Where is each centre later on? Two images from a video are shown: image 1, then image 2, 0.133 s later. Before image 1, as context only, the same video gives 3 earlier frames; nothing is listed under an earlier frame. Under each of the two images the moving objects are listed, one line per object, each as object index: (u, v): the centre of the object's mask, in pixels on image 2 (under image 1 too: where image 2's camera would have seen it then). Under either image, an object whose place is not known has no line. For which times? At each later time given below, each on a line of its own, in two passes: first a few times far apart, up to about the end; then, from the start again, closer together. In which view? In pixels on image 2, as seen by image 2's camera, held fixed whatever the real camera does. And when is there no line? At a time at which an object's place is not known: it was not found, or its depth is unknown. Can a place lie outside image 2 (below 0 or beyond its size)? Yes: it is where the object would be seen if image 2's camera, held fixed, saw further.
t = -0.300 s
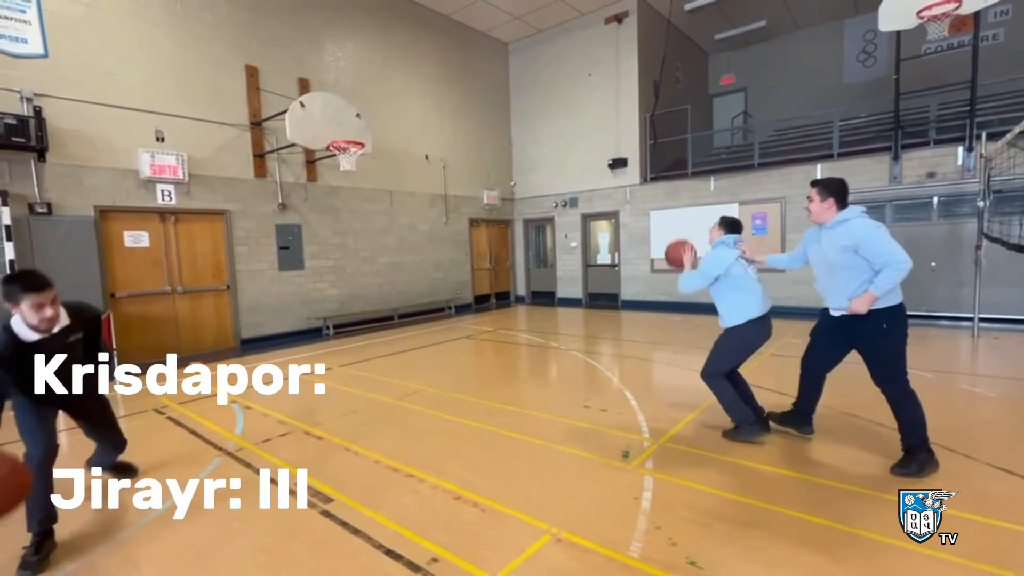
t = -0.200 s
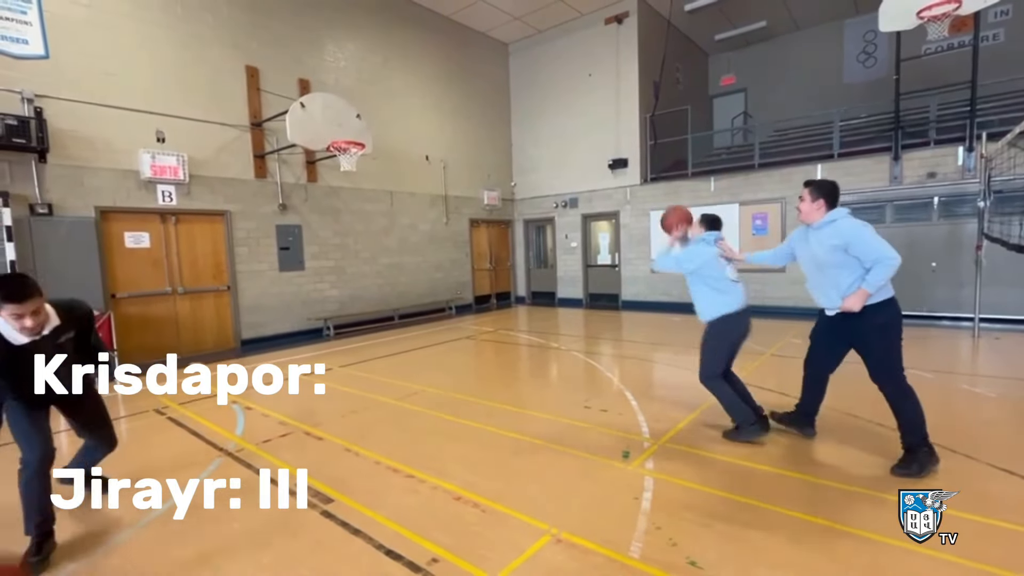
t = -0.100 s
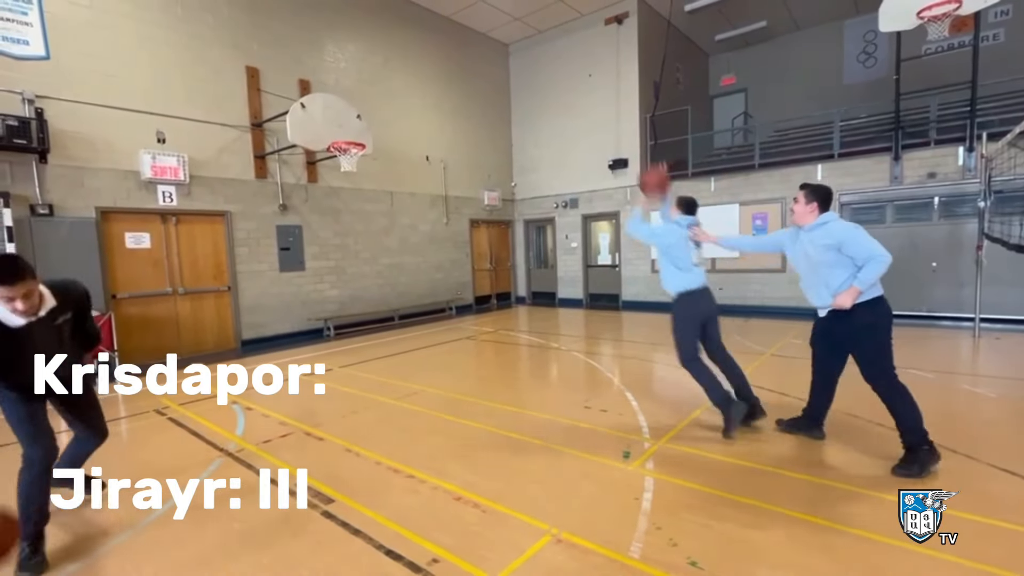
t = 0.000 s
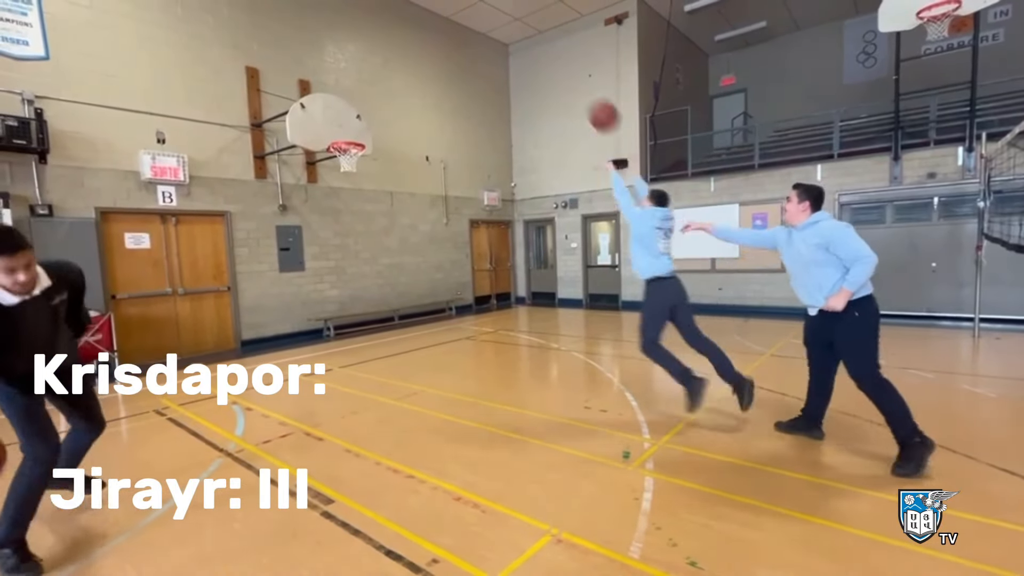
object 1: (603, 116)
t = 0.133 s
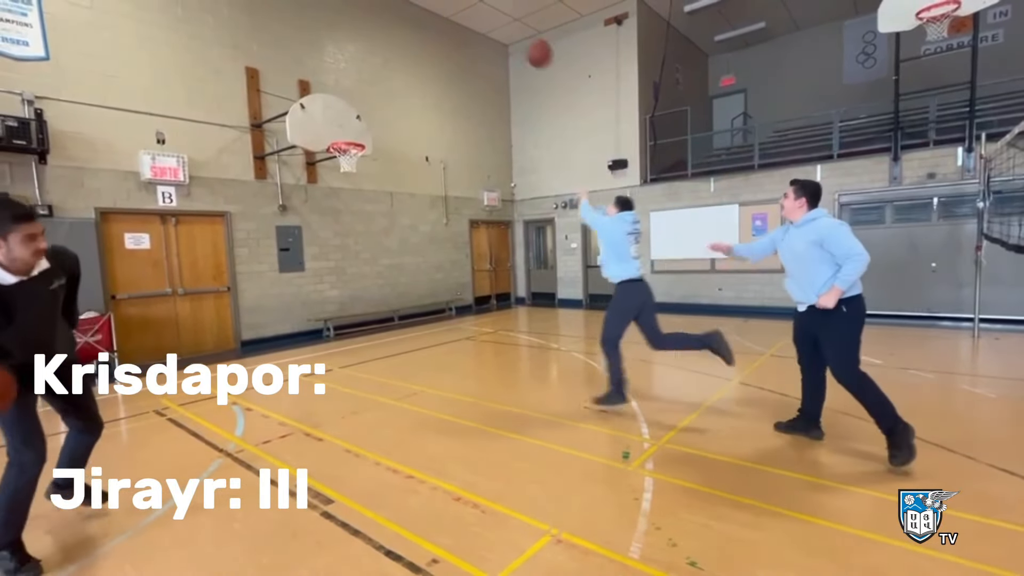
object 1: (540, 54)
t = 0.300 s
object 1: (476, 14)
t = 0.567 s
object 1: (404, 15)
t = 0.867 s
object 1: (349, 75)
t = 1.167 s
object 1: (367, 142)
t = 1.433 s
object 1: (414, 251)
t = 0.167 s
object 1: (525, 42)
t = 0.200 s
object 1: (512, 34)
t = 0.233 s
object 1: (499, 26)
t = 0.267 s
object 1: (488, 20)
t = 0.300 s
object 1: (476, 14)
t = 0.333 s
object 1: (465, 11)
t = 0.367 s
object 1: (455, 9)
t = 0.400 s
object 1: (446, 8)
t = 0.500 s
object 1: (419, 9)
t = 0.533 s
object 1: (412, 11)
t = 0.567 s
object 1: (404, 15)
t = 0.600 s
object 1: (397, 20)
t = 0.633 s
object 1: (390, 25)
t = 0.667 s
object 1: (383, 30)
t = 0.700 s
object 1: (376, 36)
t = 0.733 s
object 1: (370, 43)
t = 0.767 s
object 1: (365, 50)
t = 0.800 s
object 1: (359, 58)
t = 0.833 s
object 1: (354, 66)
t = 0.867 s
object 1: (349, 75)
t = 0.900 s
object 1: (344, 85)
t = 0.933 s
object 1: (339, 95)
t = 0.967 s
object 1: (338, 103)
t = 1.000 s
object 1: (342, 107)
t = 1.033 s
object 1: (347, 113)
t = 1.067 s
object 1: (352, 119)
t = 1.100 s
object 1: (357, 126)
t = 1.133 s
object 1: (362, 133)
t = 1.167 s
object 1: (367, 142)
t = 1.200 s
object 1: (373, 152)
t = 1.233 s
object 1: (378, 163)
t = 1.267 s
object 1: (384, 176)
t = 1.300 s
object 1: (389, 189)
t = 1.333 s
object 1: (396, 203)
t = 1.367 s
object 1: (402, 219)
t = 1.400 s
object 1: (408, 234)
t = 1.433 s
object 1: (414, 251)
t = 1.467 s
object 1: (421, 269)
